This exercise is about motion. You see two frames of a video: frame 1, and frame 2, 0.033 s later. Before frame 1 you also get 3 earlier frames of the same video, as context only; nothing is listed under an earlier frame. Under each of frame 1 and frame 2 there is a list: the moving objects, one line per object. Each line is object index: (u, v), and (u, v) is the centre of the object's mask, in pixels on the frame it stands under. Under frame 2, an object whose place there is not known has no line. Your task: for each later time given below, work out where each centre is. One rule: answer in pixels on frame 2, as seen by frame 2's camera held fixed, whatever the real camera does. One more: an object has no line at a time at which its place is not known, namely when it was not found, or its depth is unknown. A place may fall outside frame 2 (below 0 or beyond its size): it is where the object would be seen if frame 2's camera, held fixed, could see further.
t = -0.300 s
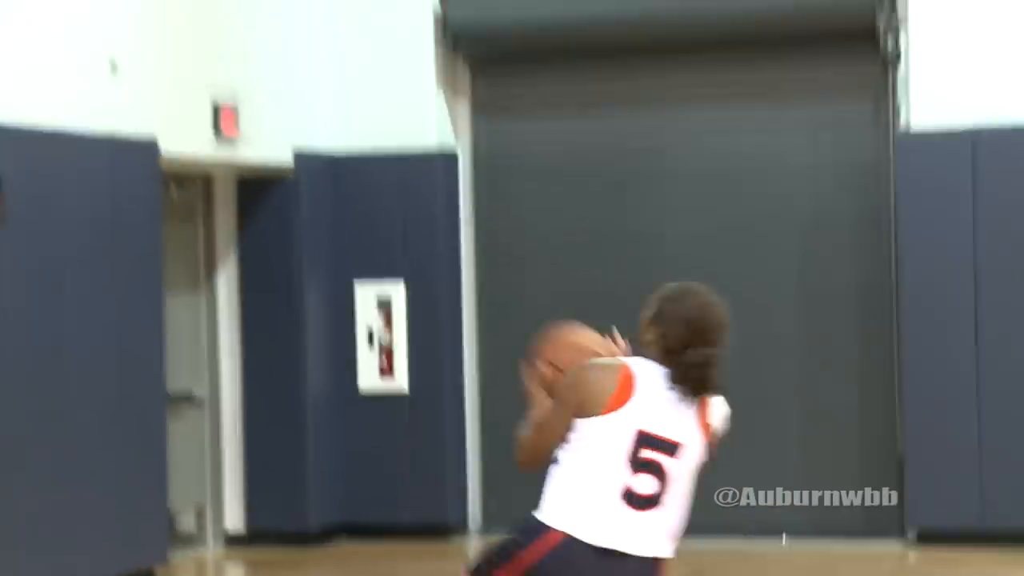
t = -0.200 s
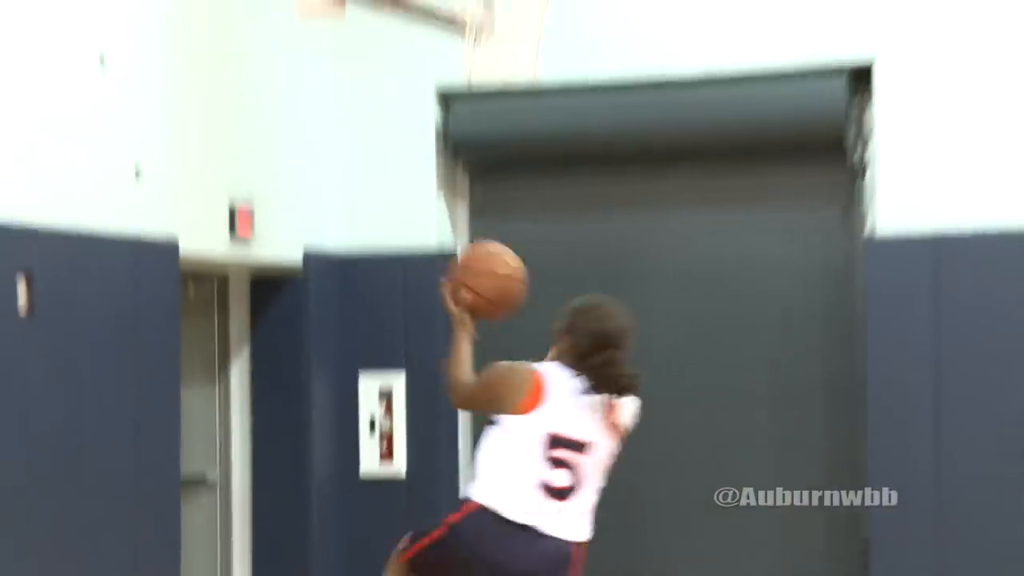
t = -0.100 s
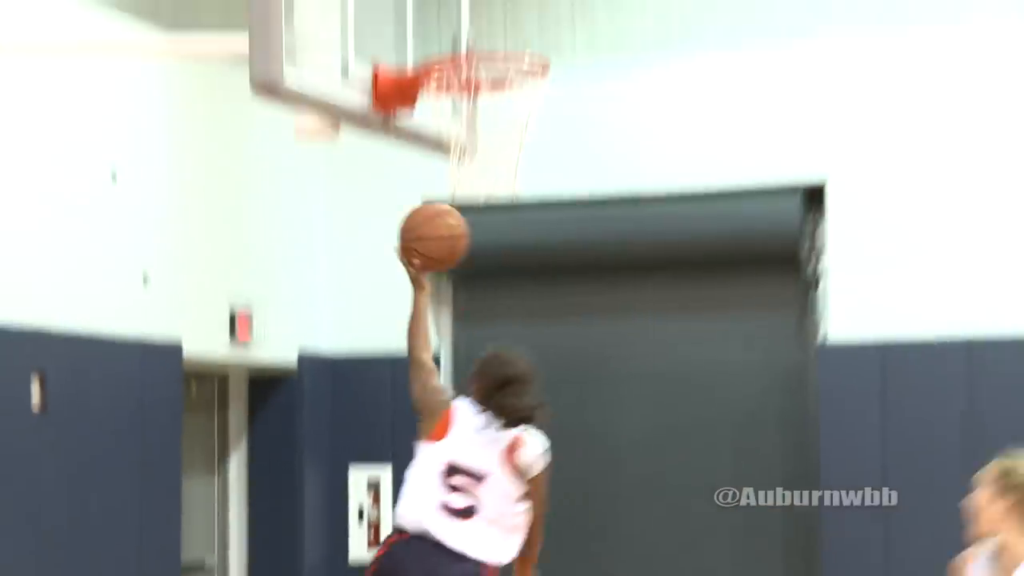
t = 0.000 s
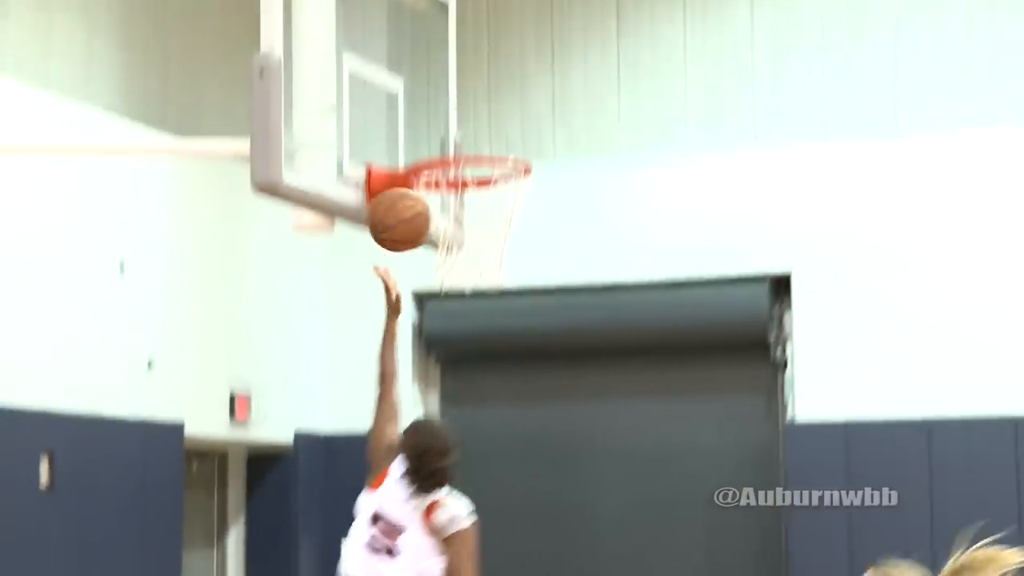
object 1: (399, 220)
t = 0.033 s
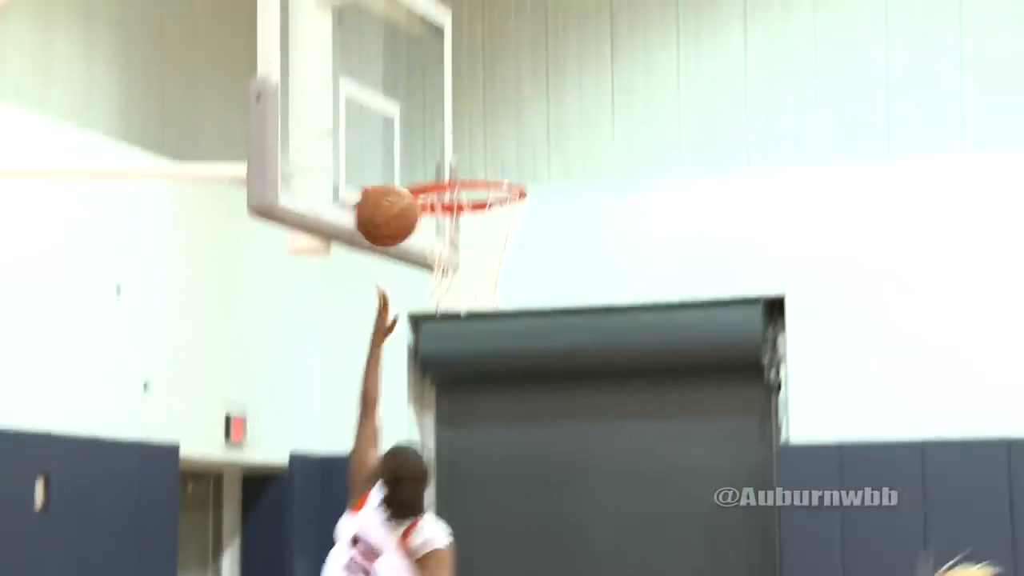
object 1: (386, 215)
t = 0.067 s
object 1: (380, 190)
